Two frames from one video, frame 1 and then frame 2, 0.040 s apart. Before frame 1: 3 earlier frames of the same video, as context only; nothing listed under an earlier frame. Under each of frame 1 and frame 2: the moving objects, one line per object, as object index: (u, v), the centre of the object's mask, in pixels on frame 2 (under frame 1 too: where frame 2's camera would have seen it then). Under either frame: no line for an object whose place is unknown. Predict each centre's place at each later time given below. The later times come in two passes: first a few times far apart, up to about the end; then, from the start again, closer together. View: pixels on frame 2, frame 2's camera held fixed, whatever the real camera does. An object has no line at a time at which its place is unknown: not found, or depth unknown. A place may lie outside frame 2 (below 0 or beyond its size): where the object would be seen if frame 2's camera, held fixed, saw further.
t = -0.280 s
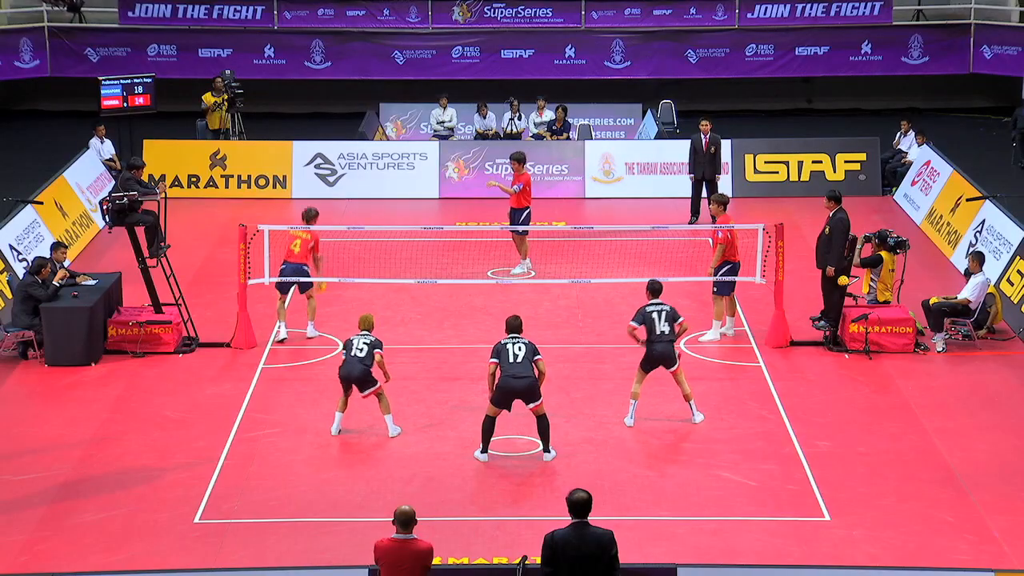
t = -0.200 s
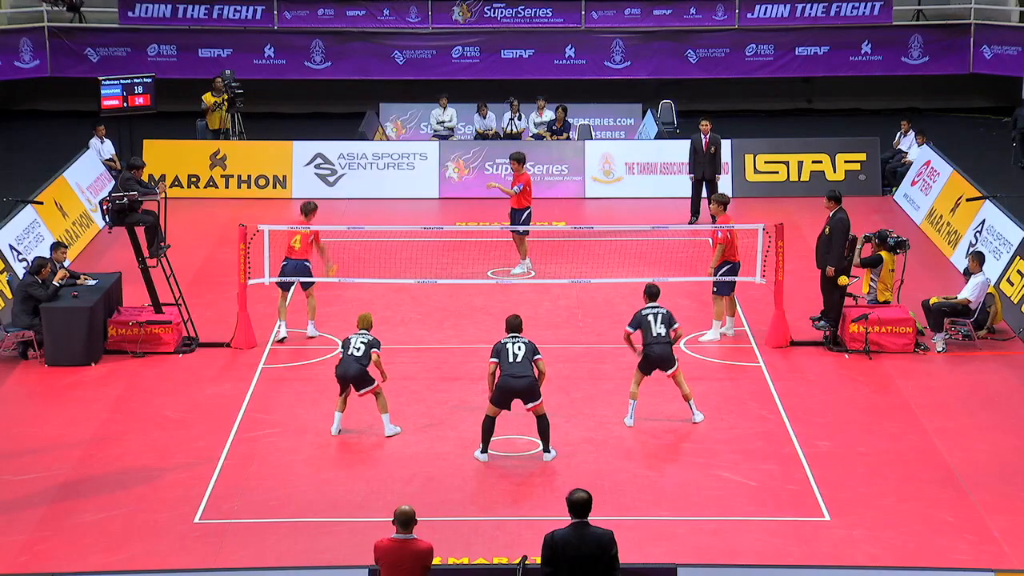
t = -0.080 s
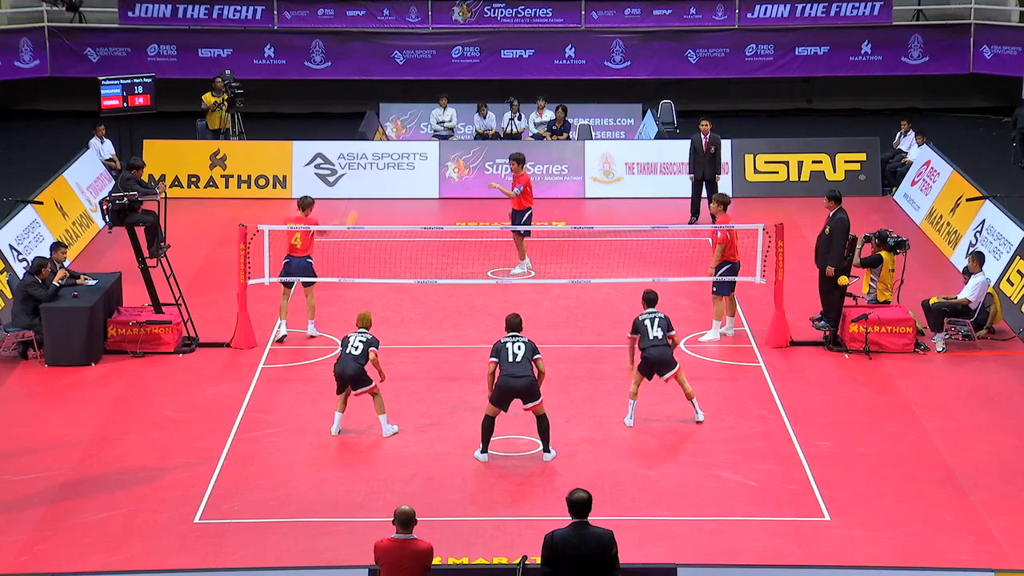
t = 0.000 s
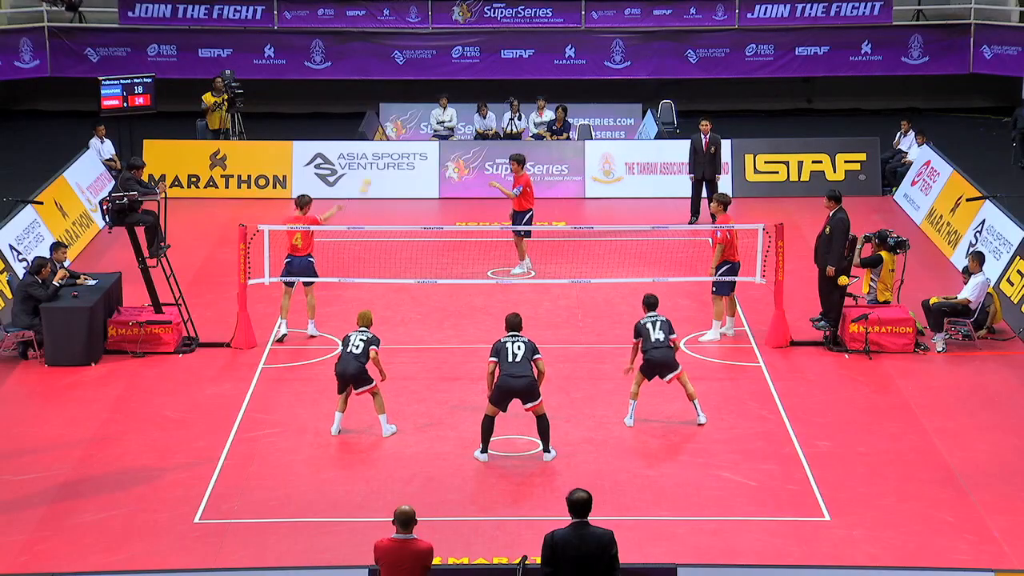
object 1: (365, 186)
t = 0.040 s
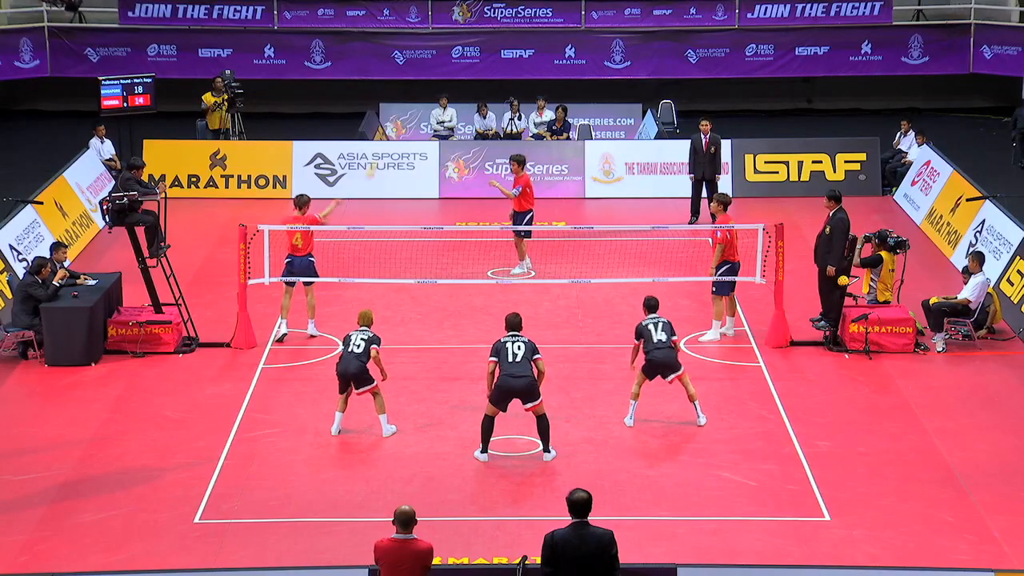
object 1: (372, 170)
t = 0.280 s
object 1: (412, 98)
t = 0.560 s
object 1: (454, 75)
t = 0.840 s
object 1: (495, 106)
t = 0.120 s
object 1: (384, 144)
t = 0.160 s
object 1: (392, 127)
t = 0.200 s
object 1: (399, 115)
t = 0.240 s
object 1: (405, 107)
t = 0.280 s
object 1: (412, 98)
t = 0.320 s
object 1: (417, 92)
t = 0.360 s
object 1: (423, 86)
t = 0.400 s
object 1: (429, 81)
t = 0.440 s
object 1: (436, 78)
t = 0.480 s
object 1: (442, 76)
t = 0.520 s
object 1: (448, 75)
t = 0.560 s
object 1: (454, 75)
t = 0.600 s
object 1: (460, 76)
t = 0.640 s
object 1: (467, 79)
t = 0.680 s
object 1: (472, 82)
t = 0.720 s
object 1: (478, 87)
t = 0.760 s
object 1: (484, 93)
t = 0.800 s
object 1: (489, 98)
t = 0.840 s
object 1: (495, 106)
